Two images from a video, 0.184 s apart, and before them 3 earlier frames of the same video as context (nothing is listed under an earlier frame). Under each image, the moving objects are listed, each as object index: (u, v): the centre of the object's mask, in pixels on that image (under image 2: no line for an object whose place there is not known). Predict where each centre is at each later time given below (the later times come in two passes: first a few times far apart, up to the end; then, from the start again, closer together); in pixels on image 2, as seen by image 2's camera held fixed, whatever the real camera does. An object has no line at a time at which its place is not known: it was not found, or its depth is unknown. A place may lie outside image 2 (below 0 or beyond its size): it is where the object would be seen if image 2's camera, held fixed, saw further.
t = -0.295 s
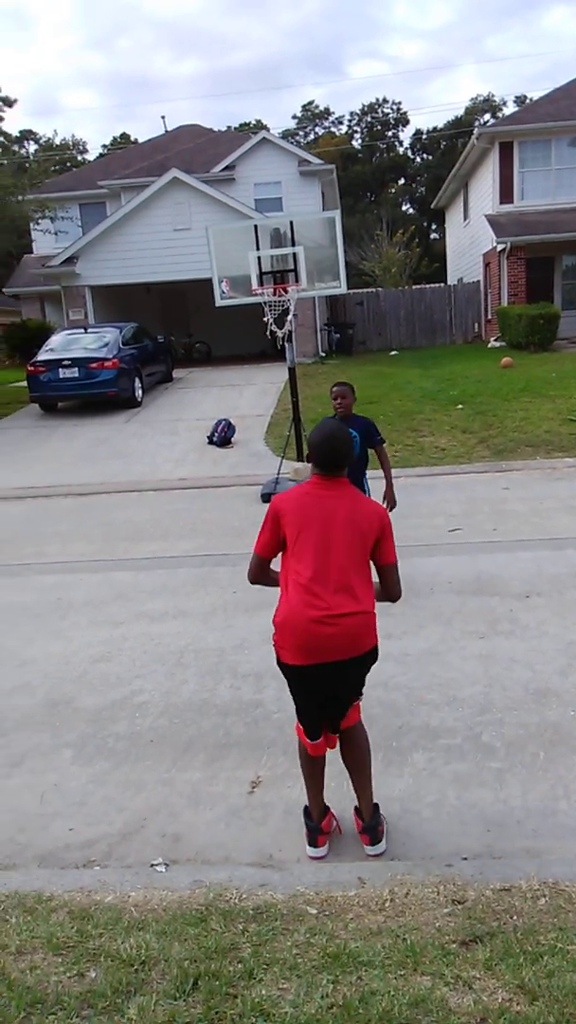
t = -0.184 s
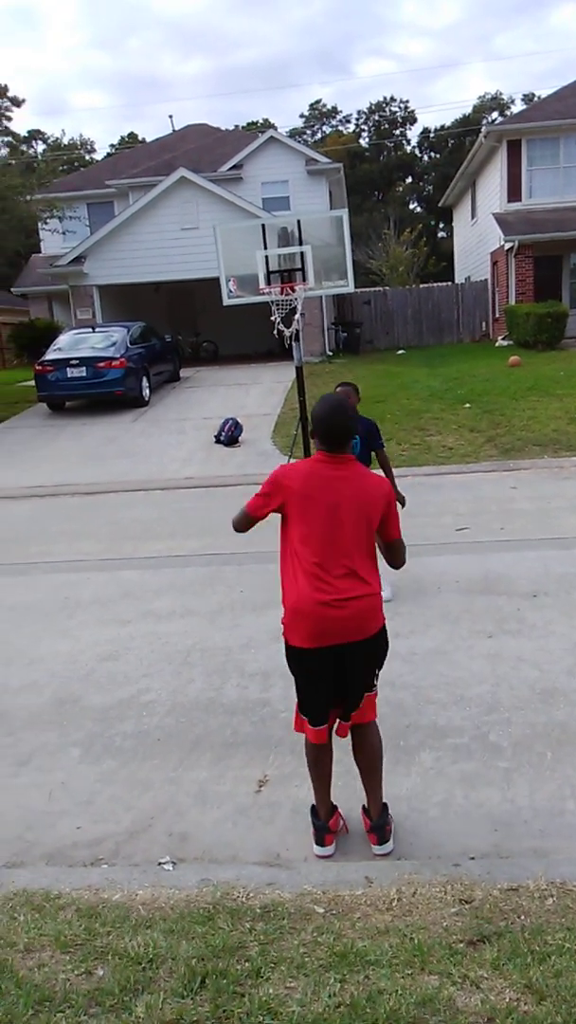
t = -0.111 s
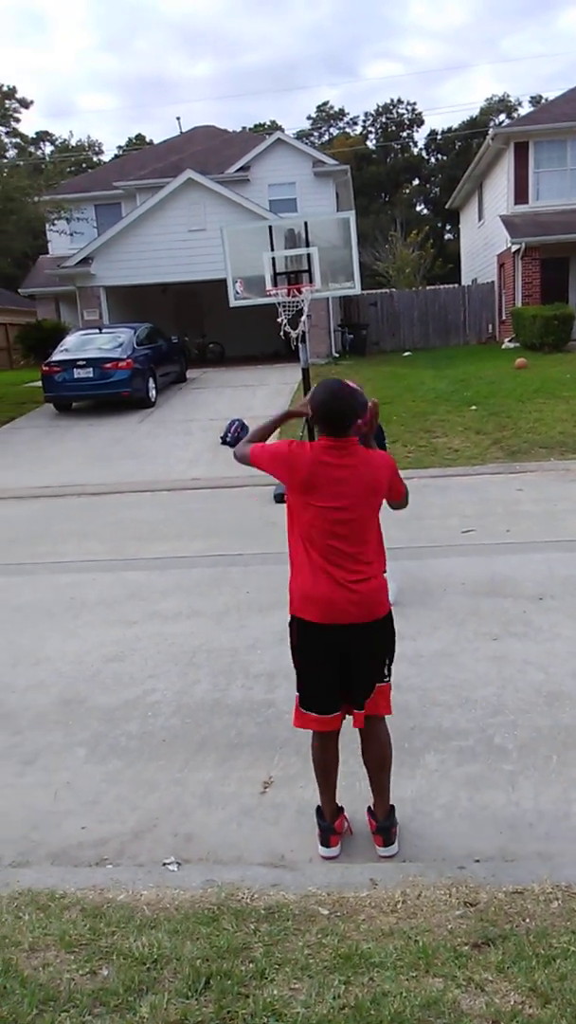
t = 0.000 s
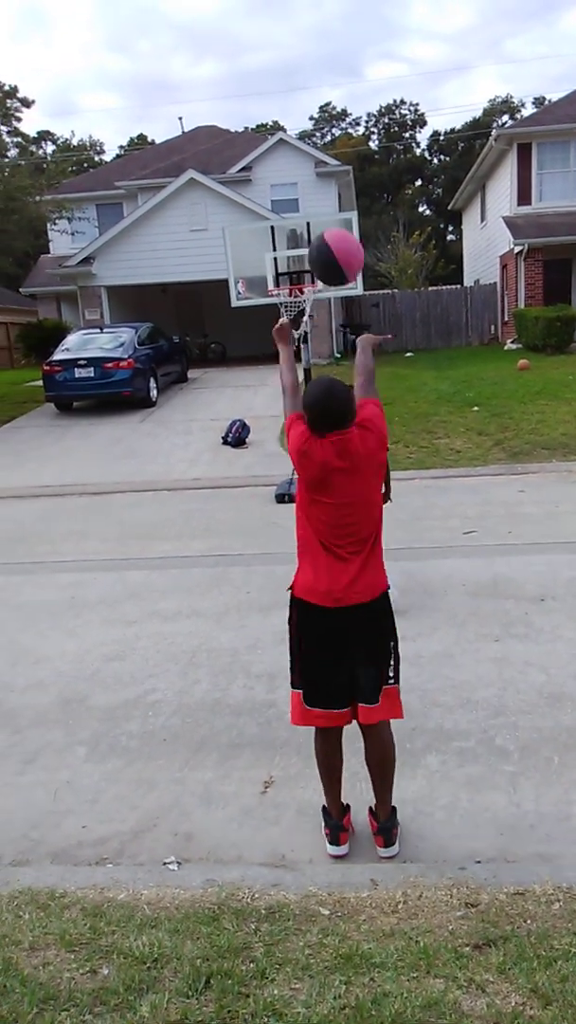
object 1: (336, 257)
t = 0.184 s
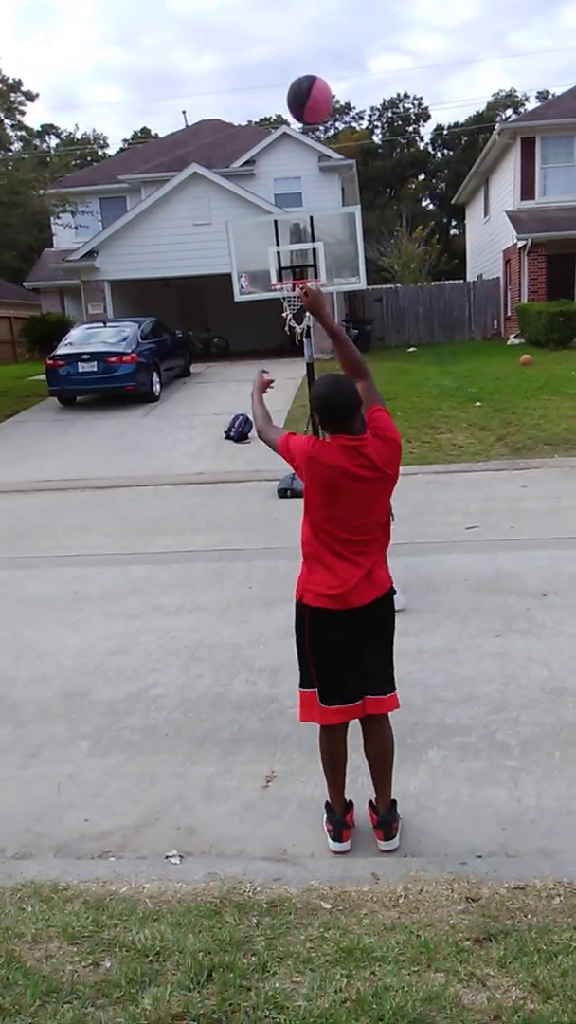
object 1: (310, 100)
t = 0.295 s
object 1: (298, 64)
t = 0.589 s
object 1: (277, 91)
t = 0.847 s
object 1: (271, 192)
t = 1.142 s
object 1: (252, 293)
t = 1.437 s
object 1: (203, 389)
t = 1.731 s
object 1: (160, 477)
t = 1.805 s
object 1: (149, 441)
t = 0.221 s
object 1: (306, 84)
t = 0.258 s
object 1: (302, 72)
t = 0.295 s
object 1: (298, 64)
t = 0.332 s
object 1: (295, 58)
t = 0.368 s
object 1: (292, 55)
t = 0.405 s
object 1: (289, 55)
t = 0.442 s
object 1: (287, 56)
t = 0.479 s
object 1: (284, 60)
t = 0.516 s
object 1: (282, 65)
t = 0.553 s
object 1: (278, 81)
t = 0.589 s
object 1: (277, 91)
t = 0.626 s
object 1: (276, 103)
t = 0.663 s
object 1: (274, 115)
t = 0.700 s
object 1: (273, 129)
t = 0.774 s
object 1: (272, 159)
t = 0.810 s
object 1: (271, 175)
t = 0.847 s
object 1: (271, 192)
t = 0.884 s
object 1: (270, 209)
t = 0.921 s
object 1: (270, 227)
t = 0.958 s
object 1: (270, 245)
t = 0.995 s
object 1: (270, 264)
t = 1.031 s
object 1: (268, 280)
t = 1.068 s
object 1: (262, 285)
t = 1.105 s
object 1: (258, 288)
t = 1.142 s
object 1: (252, 293)
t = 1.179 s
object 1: (245, 301)
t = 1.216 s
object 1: (239, 309)
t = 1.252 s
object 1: (233, 318)
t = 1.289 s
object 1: (226, 328)
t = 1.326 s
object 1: (220, 342)
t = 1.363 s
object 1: (214, 356)
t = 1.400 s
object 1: (209, 371)
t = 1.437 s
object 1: (203, 389)
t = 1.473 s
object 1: (198, 408)
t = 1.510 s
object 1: (192, 429)
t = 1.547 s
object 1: (186, 450)
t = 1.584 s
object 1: (181, 474)
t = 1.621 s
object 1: (176, 498)
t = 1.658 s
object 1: (171, 517)
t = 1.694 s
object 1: (165, 496)
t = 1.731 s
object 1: (160, 477)
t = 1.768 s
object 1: (155, 458)
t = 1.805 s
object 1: (149, 441)
